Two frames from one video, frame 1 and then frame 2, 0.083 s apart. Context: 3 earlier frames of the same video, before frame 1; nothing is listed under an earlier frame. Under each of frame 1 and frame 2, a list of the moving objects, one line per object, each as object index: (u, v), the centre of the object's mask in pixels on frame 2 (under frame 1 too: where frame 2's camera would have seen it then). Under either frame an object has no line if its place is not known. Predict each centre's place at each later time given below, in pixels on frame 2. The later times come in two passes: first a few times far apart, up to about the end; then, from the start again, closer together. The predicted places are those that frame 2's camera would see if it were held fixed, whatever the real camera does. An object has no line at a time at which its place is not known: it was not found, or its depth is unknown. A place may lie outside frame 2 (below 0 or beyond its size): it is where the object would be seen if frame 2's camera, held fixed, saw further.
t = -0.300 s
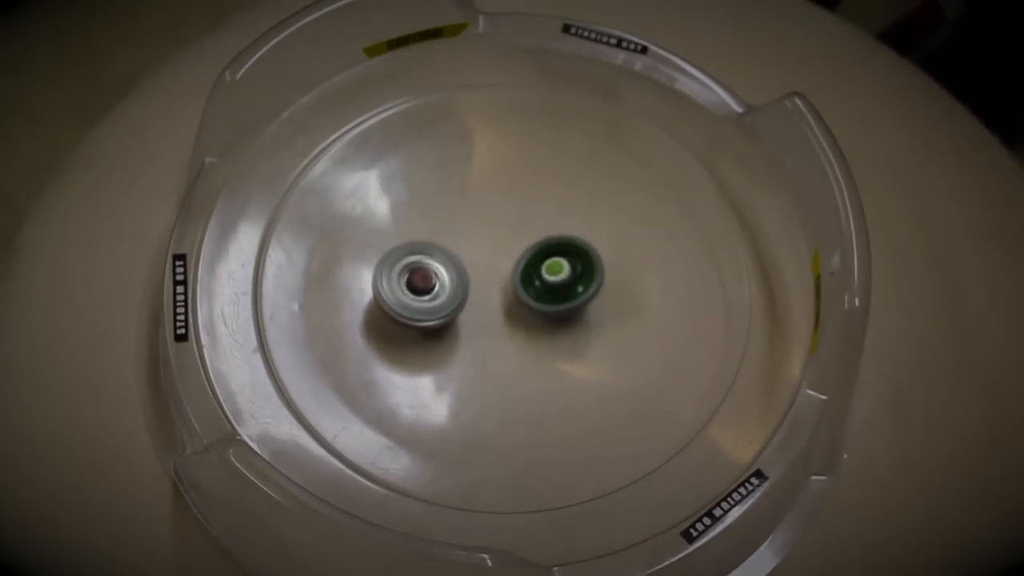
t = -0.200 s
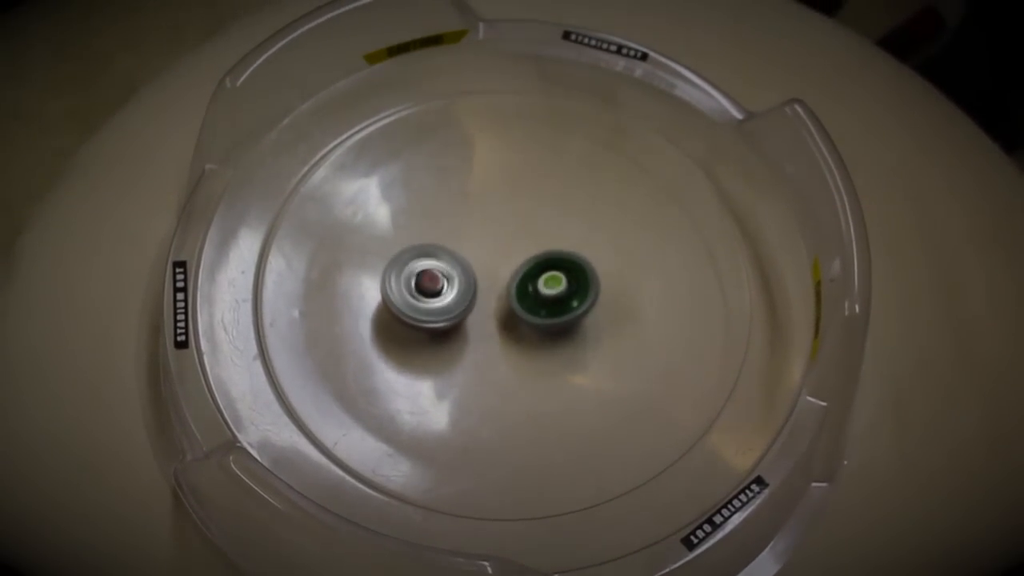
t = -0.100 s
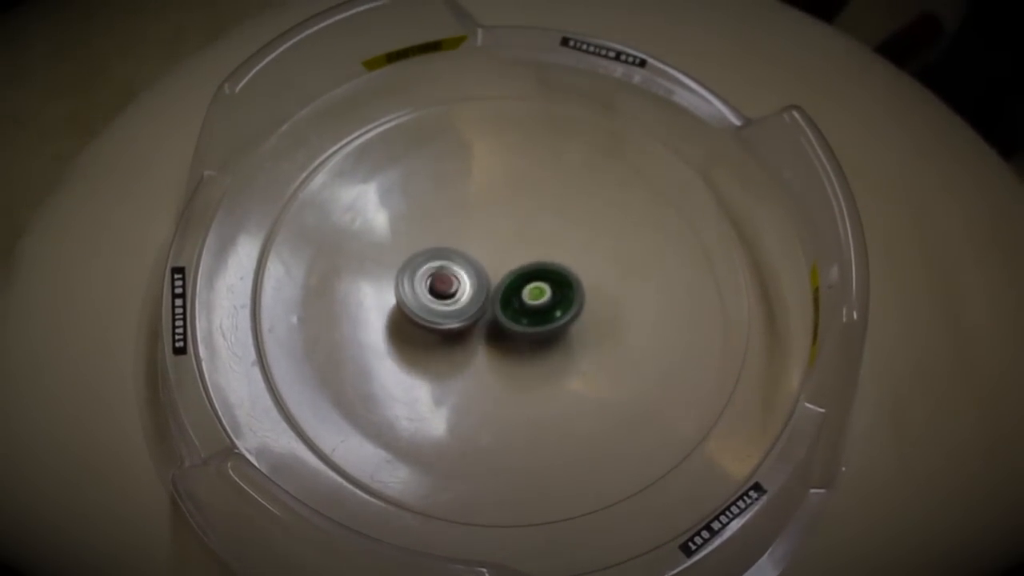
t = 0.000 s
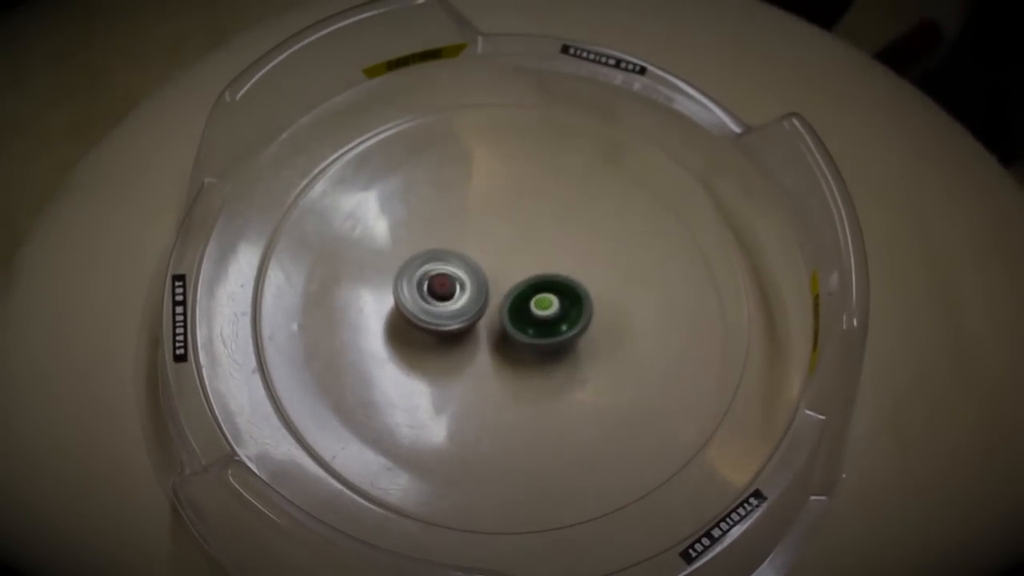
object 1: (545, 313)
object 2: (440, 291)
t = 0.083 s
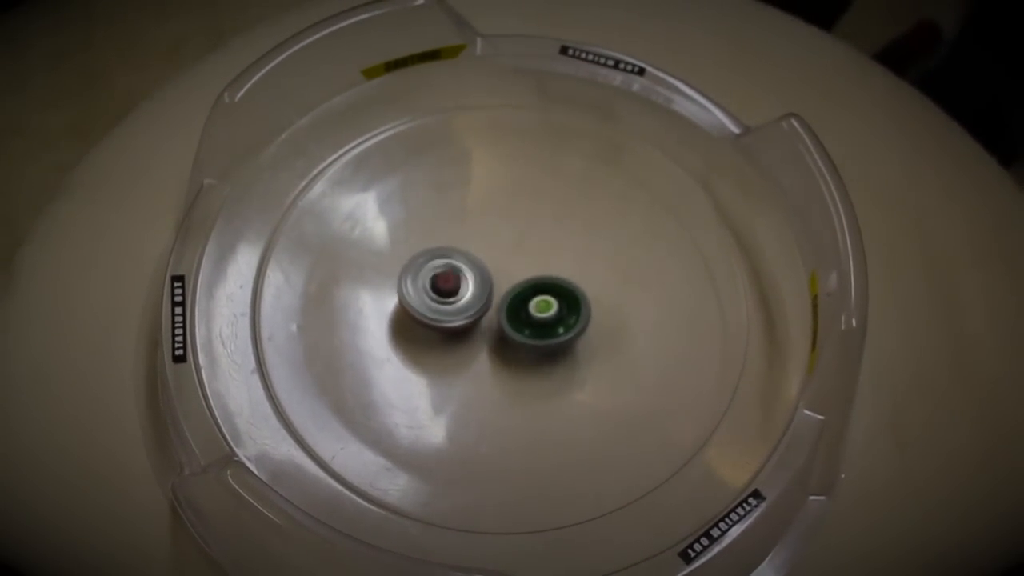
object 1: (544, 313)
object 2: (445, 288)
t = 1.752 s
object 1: (601, 347)
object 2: (410, 258)
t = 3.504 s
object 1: (512, 353)
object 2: (495, 260)
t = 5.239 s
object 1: (473, 434)
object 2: (534, 154)
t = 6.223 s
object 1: (485, 365)
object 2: (506, 245)
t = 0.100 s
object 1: (545, 315)
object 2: (444, 287)
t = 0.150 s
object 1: (546, 314)
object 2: (446, 286)
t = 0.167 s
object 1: (545, 313)
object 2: (448, 285)
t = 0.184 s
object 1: (544, 313)
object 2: (450, 285)
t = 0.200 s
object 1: (543, 313)
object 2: (450, 283)
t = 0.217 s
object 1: (559, 318)
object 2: (439, 278)
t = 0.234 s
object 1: (572, 320)
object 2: (428, 273)
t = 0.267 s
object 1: (598, 324)
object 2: (408, 262)
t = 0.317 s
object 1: (625, 329)
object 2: (388, 250)
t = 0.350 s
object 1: (638, 331)
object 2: (381, 244)
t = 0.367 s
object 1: (642, 332)
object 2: (379, 241)
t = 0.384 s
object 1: (643, 331)
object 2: (378, 239)
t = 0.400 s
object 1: (644, 331)
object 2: (379, 238)
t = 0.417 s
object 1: (643, 330)
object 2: (381, 236)
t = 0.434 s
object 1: (641, 330)
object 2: (382, 235)
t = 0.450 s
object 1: (638, 328)
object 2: (385, 234)
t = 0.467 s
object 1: (634, 327)
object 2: (388, 233)
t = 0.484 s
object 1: (630, 325)
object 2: (391, 232)
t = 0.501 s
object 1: (625, 323)
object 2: (395, 232)
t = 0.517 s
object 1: (619, 321)
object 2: (400, 232)
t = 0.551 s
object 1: (606, 317)
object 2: (409, 233)
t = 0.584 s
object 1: (592, 312)
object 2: (419, 236)
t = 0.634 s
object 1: (568, 304)
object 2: (436, 241)
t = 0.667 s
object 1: (551, 299)
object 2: (448, 245)
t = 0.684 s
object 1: (543, 297)
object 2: (453, 247)
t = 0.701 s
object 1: (538, 296)
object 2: (456, 248)
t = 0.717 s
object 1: (553, 305)
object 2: (442, 240)
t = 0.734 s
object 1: (567, 313)
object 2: (431, 233)
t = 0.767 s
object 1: (590, 328)
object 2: (410, 220)
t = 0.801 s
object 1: (611, 341)
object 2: (394, 210)
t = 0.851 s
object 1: (630, 356)
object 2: (379, 202)
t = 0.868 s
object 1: (634, 360)
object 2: (377, 201)
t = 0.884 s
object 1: (636, 362)
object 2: (376, 200)
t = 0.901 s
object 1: (637, 364)
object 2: (376, 200)
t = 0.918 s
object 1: (637, 364)
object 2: (377, 200)
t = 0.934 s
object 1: (636, 364)
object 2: (378, 201)
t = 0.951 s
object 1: (635, 364)
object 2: (380, 201)
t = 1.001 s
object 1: (626, 360)
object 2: (390, 206)
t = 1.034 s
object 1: (616, 355)
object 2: (399, 211)
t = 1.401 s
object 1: (586, 347)
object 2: (428, 256)
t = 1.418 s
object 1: (585, 348)
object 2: (429, 258)
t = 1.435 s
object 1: (583, 347)
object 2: (430, 260)
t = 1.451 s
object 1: (581, 348)
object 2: (432, 263)
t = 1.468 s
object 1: (579, 347)
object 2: (434, 265)
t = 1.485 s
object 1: (577, 346)
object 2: (436, 267)
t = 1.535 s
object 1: (568, 341)
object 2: (443, 273)
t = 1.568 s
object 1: (561, 337)
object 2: (448, 277)
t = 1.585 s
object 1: (557, 336)
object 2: (451, 280)
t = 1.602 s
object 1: (553, 333)
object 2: (453, 282)
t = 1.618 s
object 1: (550, 330)
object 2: (456, 284)
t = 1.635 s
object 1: (545, 327)
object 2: (458, 285)
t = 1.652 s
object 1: (551, 330)
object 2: (453, 284)
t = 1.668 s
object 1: (564, 334)
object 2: (444, 278)
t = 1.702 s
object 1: (582, 341)
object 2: (427, 269)
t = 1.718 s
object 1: (590, 344)
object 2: (420, 264)
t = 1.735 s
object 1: (596, 346)
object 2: (415, 261)
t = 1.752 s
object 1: (601, 347)
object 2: (410, 258)
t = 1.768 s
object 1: (605, 348)
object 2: (407, 255)
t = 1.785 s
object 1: (607, 348)
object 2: (404, 253)
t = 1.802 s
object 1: (608, 349)
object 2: (404, 252)
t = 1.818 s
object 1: (608, 348)
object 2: (404, 250)
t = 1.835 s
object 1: (608, 348)
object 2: (405, 250)
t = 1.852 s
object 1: (607, 347)
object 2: (407, 250)
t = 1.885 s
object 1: (603, 345)
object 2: (414, 249)
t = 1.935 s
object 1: (595, 341)
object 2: (425, 249)
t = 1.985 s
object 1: (583, 334)
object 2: (438, 250)
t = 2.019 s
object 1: (573, 330)
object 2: (446, 252)
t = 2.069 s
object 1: (557, 323)
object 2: (459, 254)
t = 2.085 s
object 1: (552, 320)
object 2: (464, 255)
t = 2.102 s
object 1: (547, 317)
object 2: (467, 256)
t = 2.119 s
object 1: (543, 316)
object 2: (470, 256)
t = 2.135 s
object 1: (546, 321)
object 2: (466, 250)
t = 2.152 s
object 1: (549, 326)
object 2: (463, 244)
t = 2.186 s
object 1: (552, 332)
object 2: (459, 236)
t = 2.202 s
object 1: (552, 334)
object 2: (458, 232)
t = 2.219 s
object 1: (552, 336)
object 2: (457, 230)
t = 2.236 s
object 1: (551, 336)
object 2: (457, 227)
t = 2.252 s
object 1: (550, 336)
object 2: (458, 226)
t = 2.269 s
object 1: (550, 336)
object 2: (459, 226)
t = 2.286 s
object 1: (548, 336)
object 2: (462, 225)
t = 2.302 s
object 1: (547, 335)
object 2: (464, 225)
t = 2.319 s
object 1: (546, 335)
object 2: (466, 225)
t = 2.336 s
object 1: (545, 334)
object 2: (469, 225)
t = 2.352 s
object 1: (543, 333)
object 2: (472, 225)
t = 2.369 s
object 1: (542, 332)
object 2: (475, 226)
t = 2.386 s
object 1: (540, 332)
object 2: (478, 226)
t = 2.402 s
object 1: (539, 330)
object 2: (481, 227)
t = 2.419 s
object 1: (538, 330)
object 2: (484, 228)
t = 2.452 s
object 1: (535, 328)
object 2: (489, 229)
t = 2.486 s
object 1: (533, 326)
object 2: (494, 231)
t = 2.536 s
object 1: (529, 323)
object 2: (501, 234)
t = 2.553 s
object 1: (528, 322)
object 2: (503, 235)
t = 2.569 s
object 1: (527, 321)
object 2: (505, 236)
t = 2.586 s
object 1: (527, 325)
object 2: (507, 235)
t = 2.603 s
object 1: (528, 332)
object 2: (506, 230)
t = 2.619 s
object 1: (529, 338)
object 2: (507, 227)
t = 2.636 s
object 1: (529, 342)
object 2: (506, 224)
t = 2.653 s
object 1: (529, 346)
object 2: (506, 222)
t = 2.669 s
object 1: (528, 349)
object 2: (507, 222)
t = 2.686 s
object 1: (528, 351)
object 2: (508, 222)
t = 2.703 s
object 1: (526, 352)
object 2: (508, 222)
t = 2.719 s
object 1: (525, 353)
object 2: (509, 223)
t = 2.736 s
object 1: (525, 353)
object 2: (511, 224)
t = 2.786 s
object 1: (523, 350)
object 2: (514, 228)
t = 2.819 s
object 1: (522, 348)
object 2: (516, 232)
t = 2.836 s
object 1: (522, 347)
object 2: (517, 234)
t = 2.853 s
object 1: (522, 346)
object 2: (518, 236)
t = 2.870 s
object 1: (521, 345)
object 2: (518, 238)
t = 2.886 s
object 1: (521, 344)
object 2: (519, 240)
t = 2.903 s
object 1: (521, 343)
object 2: (519, 242)
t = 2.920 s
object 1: (520, 342)
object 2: (519, 245)
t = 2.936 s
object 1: (520, 341)
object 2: (519, 247)
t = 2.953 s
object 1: (520, 339)
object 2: (520, 249)
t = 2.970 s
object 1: (520, 338)
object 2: (519, 251)
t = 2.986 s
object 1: (519, 339)
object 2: (519, 252)
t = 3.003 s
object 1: (519, 340)
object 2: (518, 253)
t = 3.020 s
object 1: (518, 341)
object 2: (518, 253)
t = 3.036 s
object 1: (517, 343)
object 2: (517, 253)
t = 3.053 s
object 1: (517, 344)
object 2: (516, 253)
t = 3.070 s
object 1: (516, 344)
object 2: (515, 254)
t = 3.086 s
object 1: (515, 343)
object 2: (514, 256)
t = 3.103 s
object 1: (515, 344)
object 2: (514, 256)
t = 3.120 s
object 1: (514, 349)
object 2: (513, 254)
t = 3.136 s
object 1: (513, 352)
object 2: (512, 252)
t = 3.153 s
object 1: (513, 354)
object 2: (511, 251)
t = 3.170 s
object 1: (511, 356)
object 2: (511, 251)
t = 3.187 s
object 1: (511, 356)
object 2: (510, 251)
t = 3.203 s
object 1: (511, 356)
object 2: (509, 252)
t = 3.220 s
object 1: (510, 355)
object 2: (509, 253)
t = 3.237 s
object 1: (510, 354)
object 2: (508, 254)
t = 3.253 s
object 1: (510, 354)
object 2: (508, 256)
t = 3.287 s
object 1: (510, 351)
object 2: (506, 259)
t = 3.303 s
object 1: (510, 350)
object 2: (506, 261)
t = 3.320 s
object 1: (511, 349)
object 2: (506, 262)
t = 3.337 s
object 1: (511, 351)
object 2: (505, 261)
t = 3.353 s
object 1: (512, 354)
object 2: (504, 259)
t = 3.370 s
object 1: (512, 356)
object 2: (503, 257)
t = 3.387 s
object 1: (512, 358)
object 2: (502, 256)
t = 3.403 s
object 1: (511, 358)
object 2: (501, 256)
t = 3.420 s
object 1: (511, 358)
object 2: (500, 256)
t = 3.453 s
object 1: (512, 356)
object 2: (498, 257)
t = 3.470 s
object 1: (512, 355)
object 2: (497, 258)
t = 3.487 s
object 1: (513, 354)
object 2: (496, 259)
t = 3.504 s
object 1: (512, 353)
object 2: (495, 260)
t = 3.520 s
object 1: (512, 352)
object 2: (495, 261)
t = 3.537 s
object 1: (512, 351)
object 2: (494, 263)
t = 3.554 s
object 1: (513, 350)
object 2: (494, 264)
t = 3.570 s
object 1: (514, 353)
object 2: (493, 262)
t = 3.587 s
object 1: (516, 365)
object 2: (490, 252)
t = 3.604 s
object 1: (520, 376)
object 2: (488, 242)
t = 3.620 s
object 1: (521, 385)
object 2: (486, 234)
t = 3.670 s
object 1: (526, 406)
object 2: (480, 214)
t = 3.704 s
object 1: (528, 413)
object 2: (477, 207)
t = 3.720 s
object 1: (528, 415)
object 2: (476, 205)
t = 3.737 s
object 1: (528, 416)
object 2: (476, 204)
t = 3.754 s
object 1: (528, 415)
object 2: (476, 203)
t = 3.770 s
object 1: (528, 414)
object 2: (477, 203)
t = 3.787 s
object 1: (528, 412)
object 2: (477, 203)
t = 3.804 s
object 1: (528, 410)
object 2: (477, 204)
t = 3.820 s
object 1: (528, 406)
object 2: (479, 205)
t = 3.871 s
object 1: (526, 396)
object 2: (481, 210)
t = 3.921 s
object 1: (523, 381)
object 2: (482, 217)
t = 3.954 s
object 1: (519, 370)
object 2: (483, 223)
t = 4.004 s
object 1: (514, 351)
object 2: (485, 233)
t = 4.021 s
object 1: (513, 344)
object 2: (485, 236)
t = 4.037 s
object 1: (510, 337)
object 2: (485, 240)
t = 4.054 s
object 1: (509, 331)
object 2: (486, 243)
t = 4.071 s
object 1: (509, 329)
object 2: (485, 243)
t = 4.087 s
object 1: (511, 337)
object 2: (482, 235)
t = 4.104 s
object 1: (513, 343)
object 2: (479, 227)
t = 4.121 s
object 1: (515, 349)
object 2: (476, 220)
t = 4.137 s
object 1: (516, 353)
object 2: (474, 215)
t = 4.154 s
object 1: (517, 357)
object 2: (471, 210)
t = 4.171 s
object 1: (518, 359)
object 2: (469, 207)
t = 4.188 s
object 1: (518, 361)
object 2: (467, 205)
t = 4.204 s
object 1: (518, 362)
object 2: (466, 204)
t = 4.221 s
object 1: (517, 362)
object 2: (465, 203)
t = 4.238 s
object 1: (517, 362)
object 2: (465, 204)
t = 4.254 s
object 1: (517, 362)
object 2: (465, 206)
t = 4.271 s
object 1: (516, 361)
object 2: (466, 208)
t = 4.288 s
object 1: (516, 361)
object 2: (467, 210)
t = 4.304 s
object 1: (515, 360)
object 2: (468, 212)
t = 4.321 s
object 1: (514, 358)
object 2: (470, 215)
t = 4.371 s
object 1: (513, 354)
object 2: (474, 224)
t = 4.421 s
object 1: (511, 349)
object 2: (479, 235)
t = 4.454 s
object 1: (510, 346)
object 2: (483, 242)
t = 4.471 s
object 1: (509, 345)
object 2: (485, 246)
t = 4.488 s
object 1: (509, 343)
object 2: (487, 250)
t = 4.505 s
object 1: (507, 342)
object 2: (488, 253)
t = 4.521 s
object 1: (508, 343)
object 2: (490, 255)
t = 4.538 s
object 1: (509, 352)
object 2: (490, 248)
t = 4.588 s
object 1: (511, 376)
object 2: (491, 231)
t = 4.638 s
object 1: (510, 391)
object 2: (493, 223)
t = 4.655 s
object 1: (510, 394)
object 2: (493, 222)
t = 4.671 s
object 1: (510, 395)
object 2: (495, 222)
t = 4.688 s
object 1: (509, 396)
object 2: (495, 222)
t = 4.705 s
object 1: (509, 396)
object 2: (497, 223)
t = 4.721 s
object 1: (508, 394)
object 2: (499, 224)
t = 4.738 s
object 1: (508, 393)
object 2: (501, 225)
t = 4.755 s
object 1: (508, 391)
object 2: (503, 227)
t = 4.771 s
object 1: (508, 389)
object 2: (505, 229)
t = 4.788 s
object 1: (508, 386)
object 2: (507, 231)
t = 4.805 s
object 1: (508, 383)
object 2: (508, 233)
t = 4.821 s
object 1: (508, 380)
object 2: (510, 236)
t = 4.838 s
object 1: (508, 377)
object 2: (512, 238)
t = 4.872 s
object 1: (508, 369)
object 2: (515, 242)
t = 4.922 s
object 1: (508, 357)
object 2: (518, 249)
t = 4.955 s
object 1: (507, 348)
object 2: (520, 253)
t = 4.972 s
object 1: (507, 344)
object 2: (521, 255)
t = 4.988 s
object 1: (507, 340)
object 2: (522, 257)
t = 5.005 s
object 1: (504, 354)
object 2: (524, 245)
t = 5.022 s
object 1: (501, 366)
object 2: (526, 231)
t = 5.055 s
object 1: (495, 392)
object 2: (529, 206)
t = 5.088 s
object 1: (489, 412)
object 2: (532, 184)
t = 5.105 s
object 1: (485, 420)
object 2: (533, 176)
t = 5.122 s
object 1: (483, 426)
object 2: (533, 168)
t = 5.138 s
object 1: (481, 431)
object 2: (533, 161)
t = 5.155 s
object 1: (478, 435)
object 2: (533, 157)
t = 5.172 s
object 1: (476, 437)
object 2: (533, 154)
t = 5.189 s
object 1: (475, 437)
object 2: (534, 152)
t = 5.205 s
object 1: (474, 437)
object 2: (534, 152)
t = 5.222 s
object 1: (474, 436)
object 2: (534, 152)
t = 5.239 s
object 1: (473, 434)
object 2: (534, 154)
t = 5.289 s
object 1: (475, 424)
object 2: (533, 162)
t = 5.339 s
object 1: (477, 408)
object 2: (530, 179)
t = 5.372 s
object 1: (479, 395)
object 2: (528, 192)
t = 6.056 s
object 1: (471, 394)
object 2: (496, 236)
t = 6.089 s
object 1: (475, 384)
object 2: (496, 243)
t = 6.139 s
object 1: (480, 367)
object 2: (498, 255)
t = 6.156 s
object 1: (482, 361)
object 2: (499, 258)
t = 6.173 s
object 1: (485, 354)
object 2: (500, 261)
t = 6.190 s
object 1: (487, 350)
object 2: (500, 265)
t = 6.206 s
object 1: (486, 357)
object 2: (503, 255)
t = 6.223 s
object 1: (485, 365)
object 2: (506, 245)
